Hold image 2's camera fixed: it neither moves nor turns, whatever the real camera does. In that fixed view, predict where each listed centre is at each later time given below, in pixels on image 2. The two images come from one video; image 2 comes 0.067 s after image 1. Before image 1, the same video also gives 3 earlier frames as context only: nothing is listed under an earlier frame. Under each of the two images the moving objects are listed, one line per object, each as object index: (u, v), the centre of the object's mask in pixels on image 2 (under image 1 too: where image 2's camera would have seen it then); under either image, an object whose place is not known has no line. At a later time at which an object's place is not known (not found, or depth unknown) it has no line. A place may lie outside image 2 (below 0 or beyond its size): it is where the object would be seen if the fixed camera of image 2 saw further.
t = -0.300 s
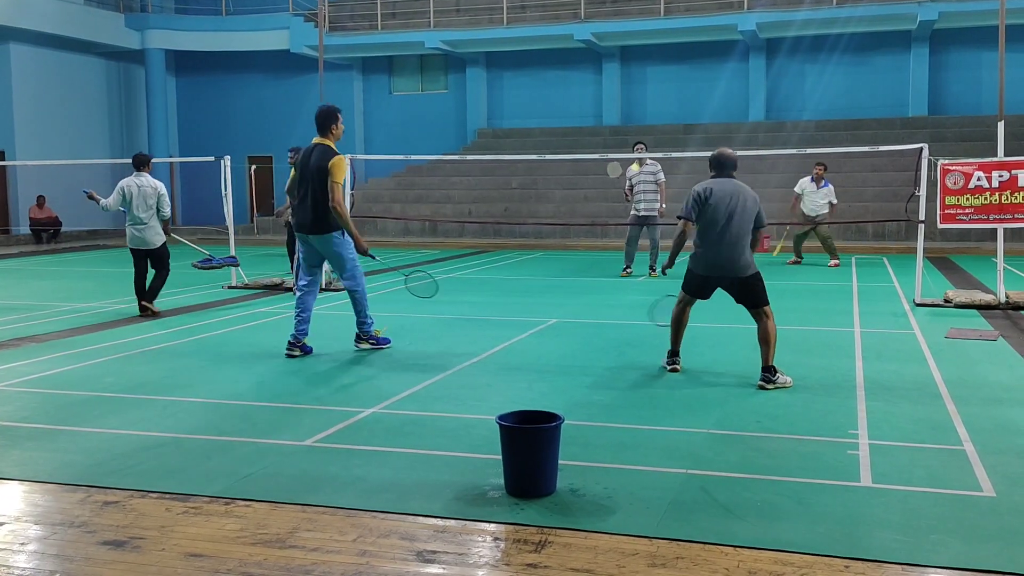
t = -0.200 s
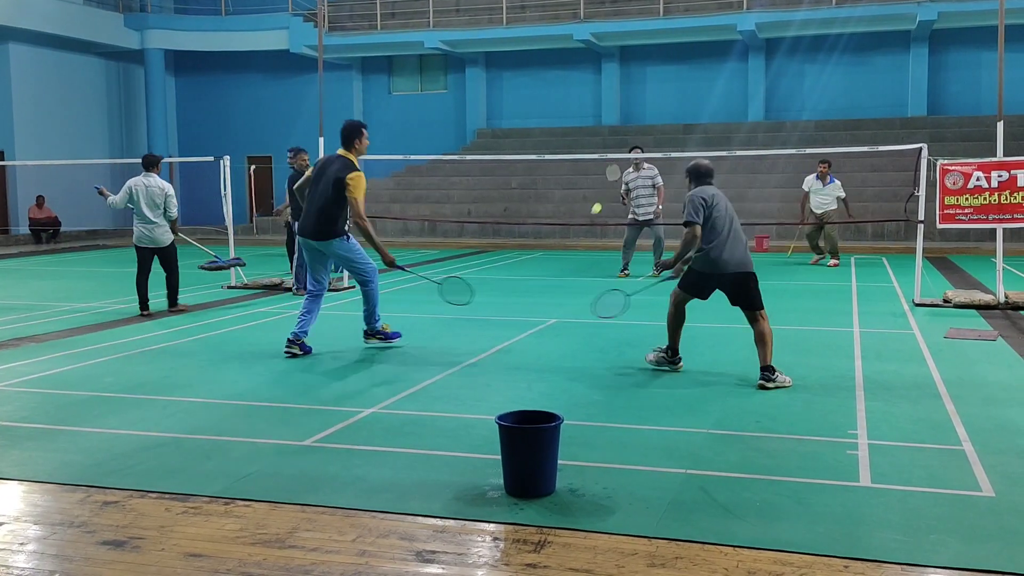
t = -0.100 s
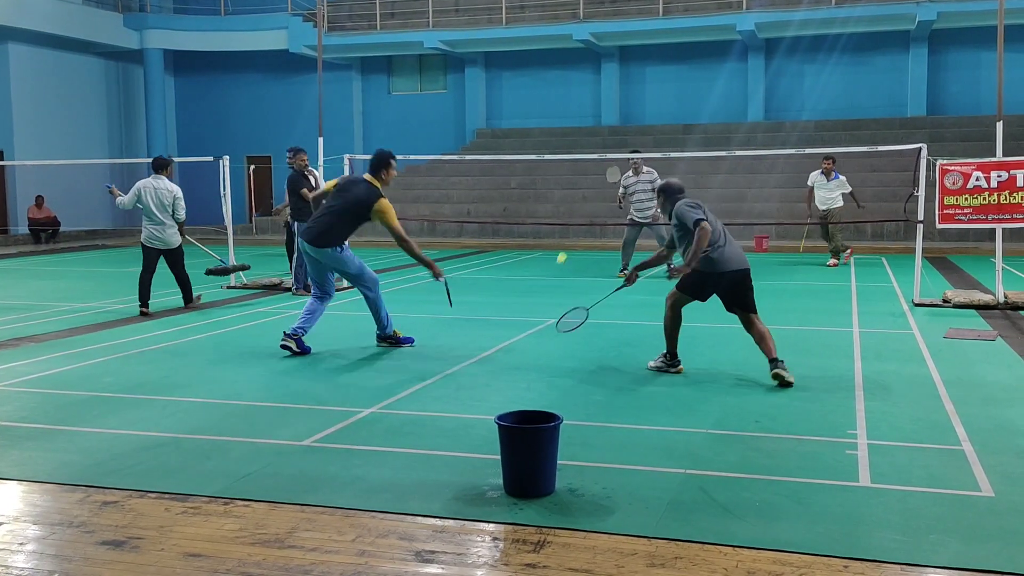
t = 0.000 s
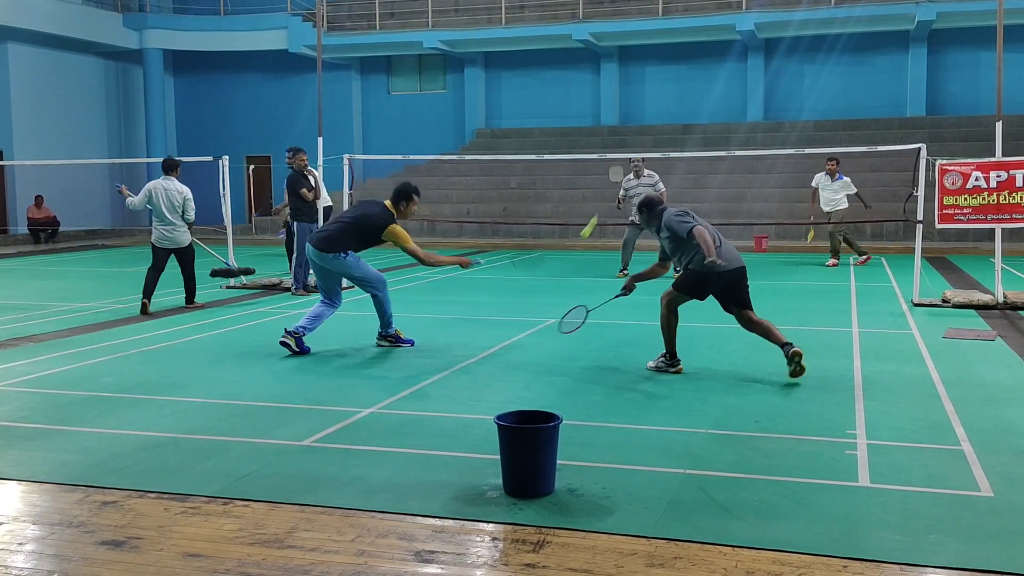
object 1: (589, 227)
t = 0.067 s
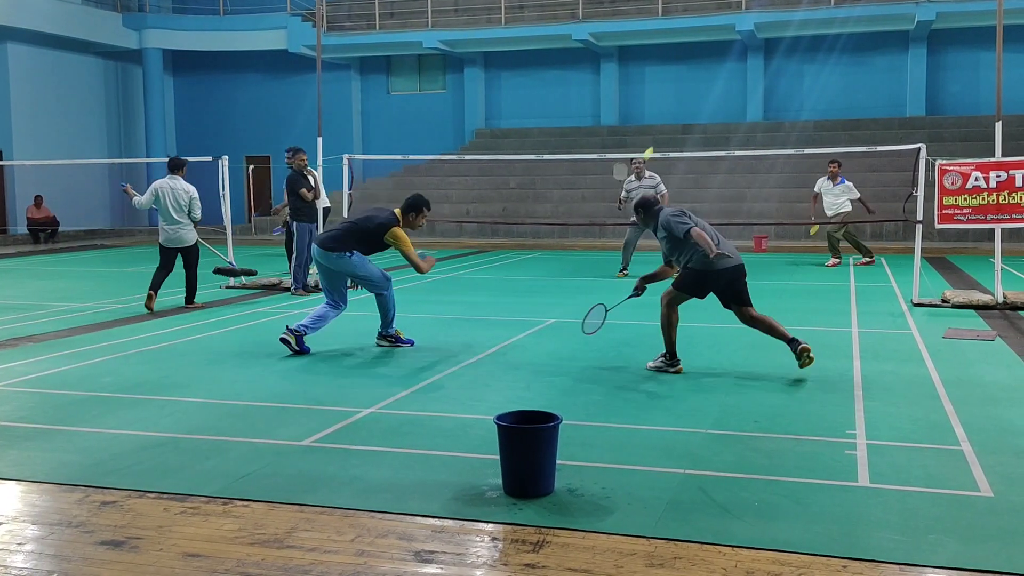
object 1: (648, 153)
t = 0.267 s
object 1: (726, 77)
